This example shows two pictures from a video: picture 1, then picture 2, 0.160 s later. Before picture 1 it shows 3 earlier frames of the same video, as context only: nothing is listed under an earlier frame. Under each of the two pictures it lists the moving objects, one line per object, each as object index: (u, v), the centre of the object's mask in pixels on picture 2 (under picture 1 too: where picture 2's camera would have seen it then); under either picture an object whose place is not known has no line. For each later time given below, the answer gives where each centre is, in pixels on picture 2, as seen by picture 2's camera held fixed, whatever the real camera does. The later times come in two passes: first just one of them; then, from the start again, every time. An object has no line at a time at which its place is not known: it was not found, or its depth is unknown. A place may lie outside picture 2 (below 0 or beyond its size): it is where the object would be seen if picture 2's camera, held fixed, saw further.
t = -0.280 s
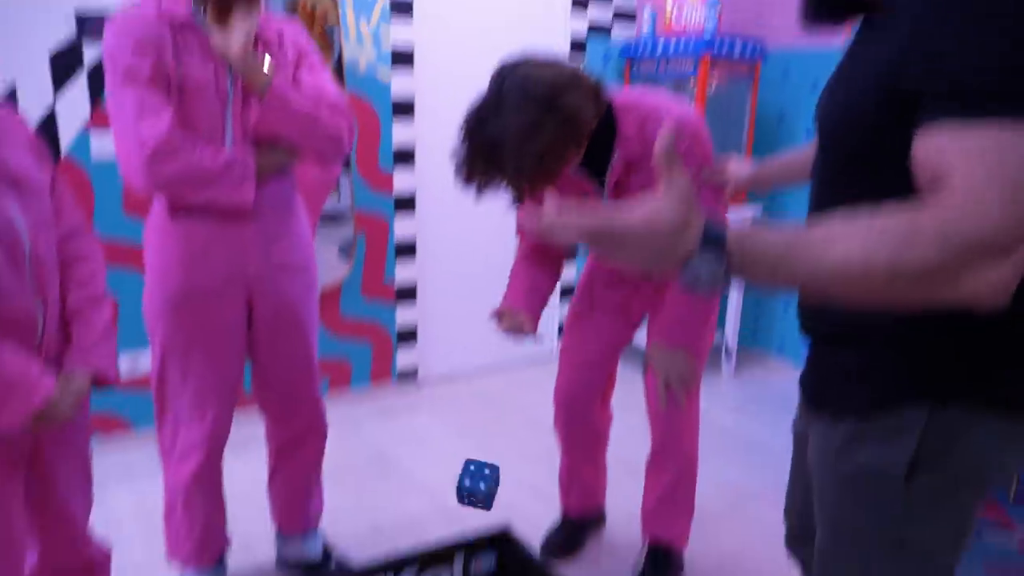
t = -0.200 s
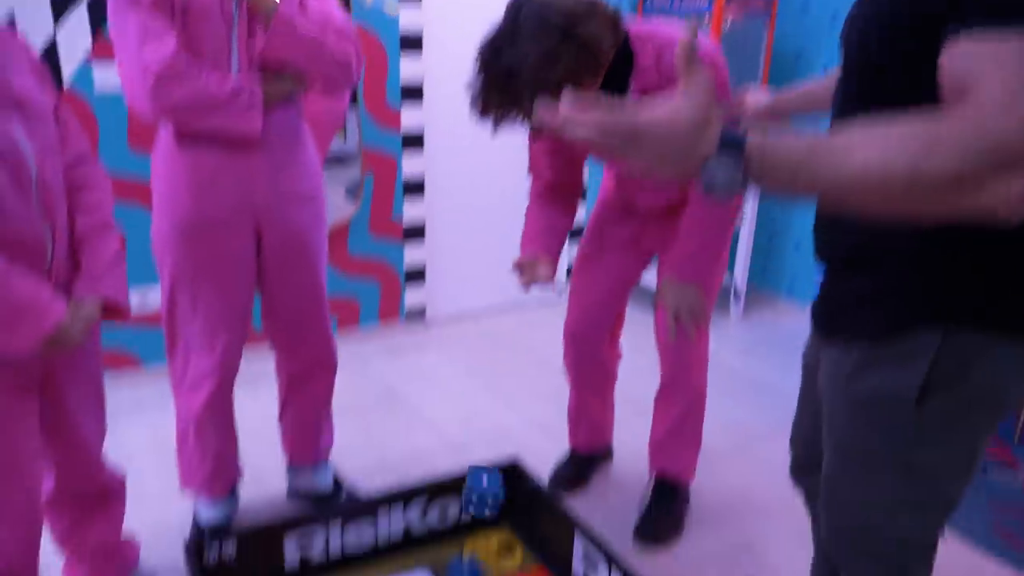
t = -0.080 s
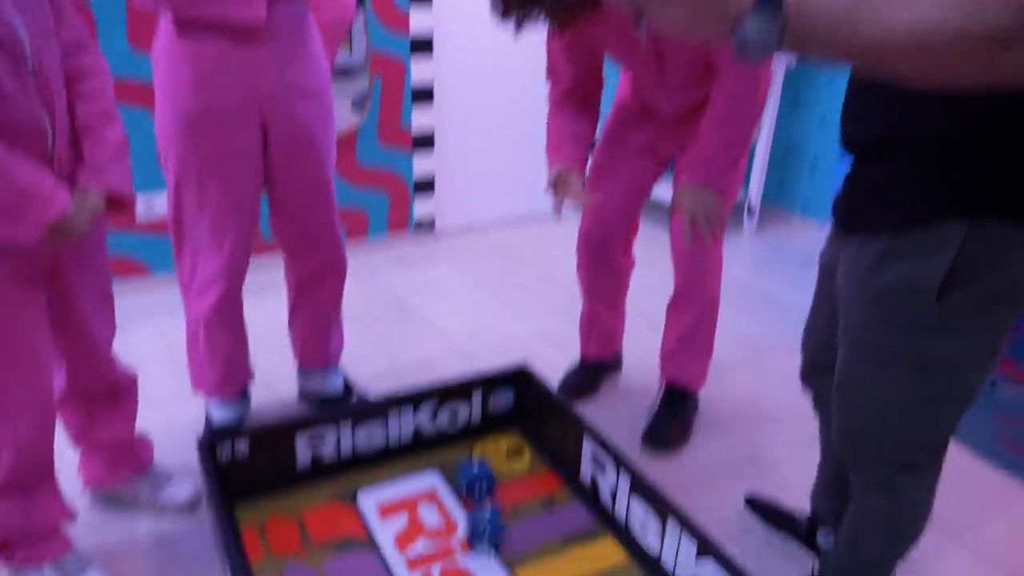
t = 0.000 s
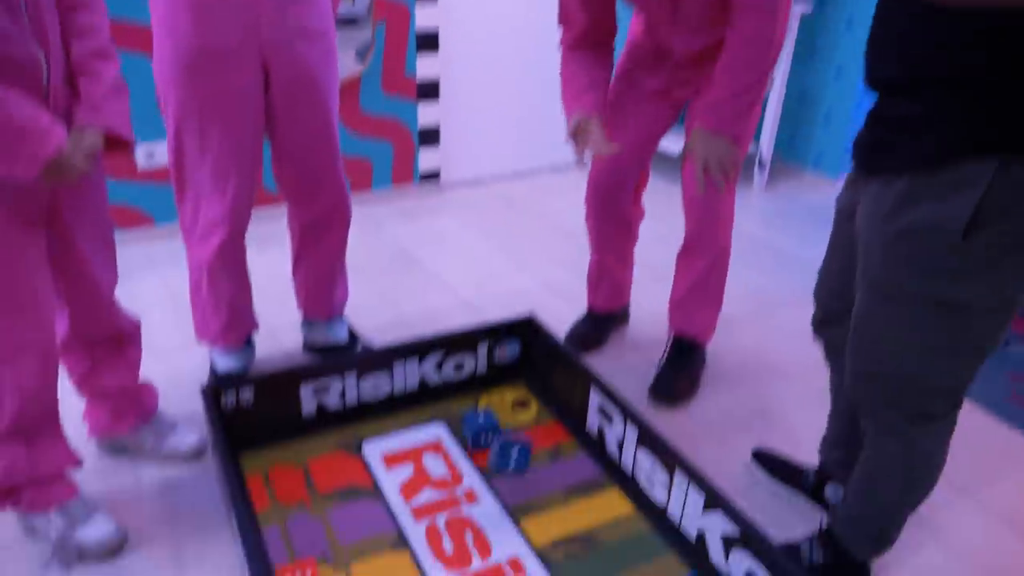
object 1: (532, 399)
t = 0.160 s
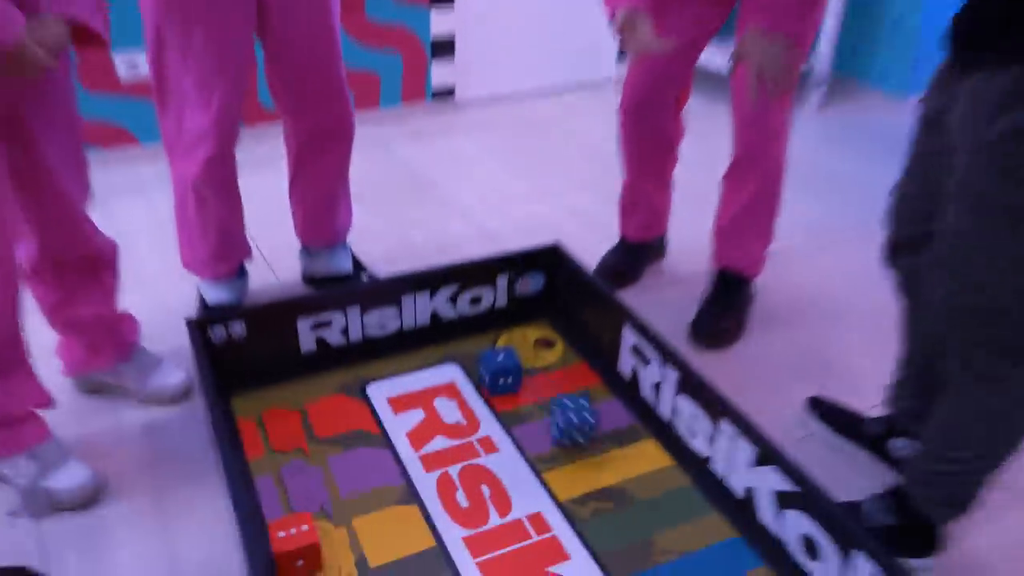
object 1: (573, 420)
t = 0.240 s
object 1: (584, 429)
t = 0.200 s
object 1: (579, 428)
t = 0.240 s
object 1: (584, 429)
